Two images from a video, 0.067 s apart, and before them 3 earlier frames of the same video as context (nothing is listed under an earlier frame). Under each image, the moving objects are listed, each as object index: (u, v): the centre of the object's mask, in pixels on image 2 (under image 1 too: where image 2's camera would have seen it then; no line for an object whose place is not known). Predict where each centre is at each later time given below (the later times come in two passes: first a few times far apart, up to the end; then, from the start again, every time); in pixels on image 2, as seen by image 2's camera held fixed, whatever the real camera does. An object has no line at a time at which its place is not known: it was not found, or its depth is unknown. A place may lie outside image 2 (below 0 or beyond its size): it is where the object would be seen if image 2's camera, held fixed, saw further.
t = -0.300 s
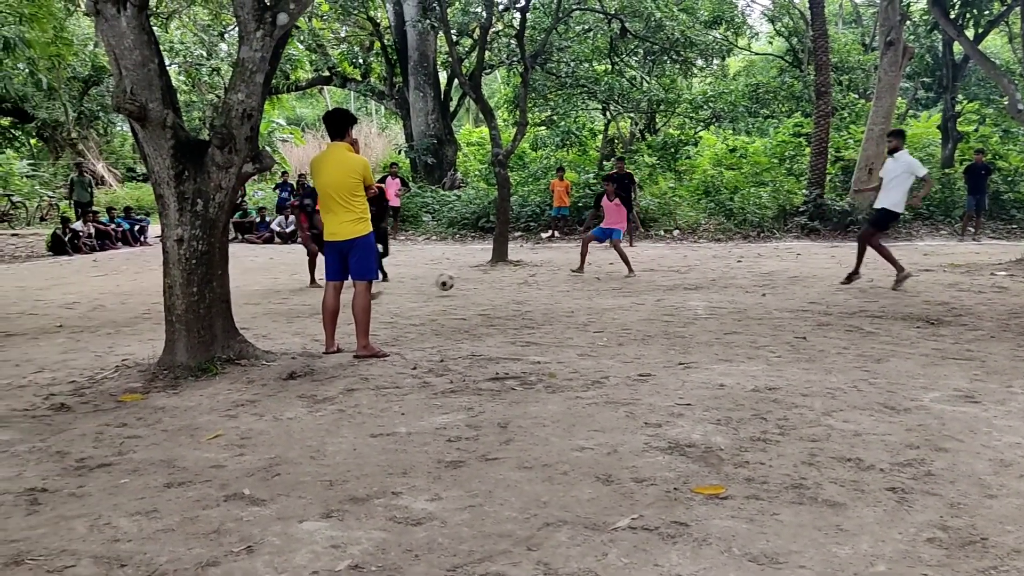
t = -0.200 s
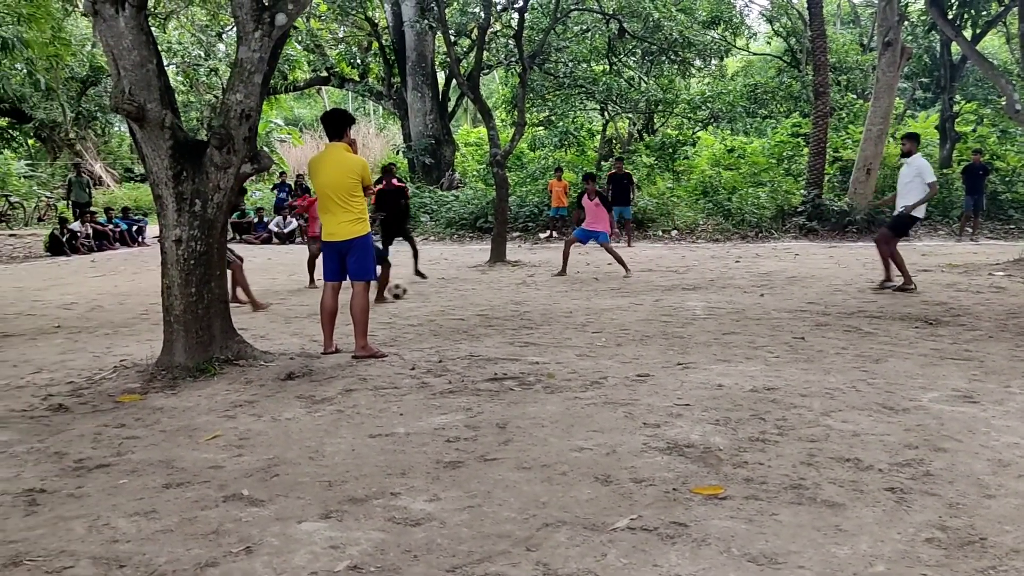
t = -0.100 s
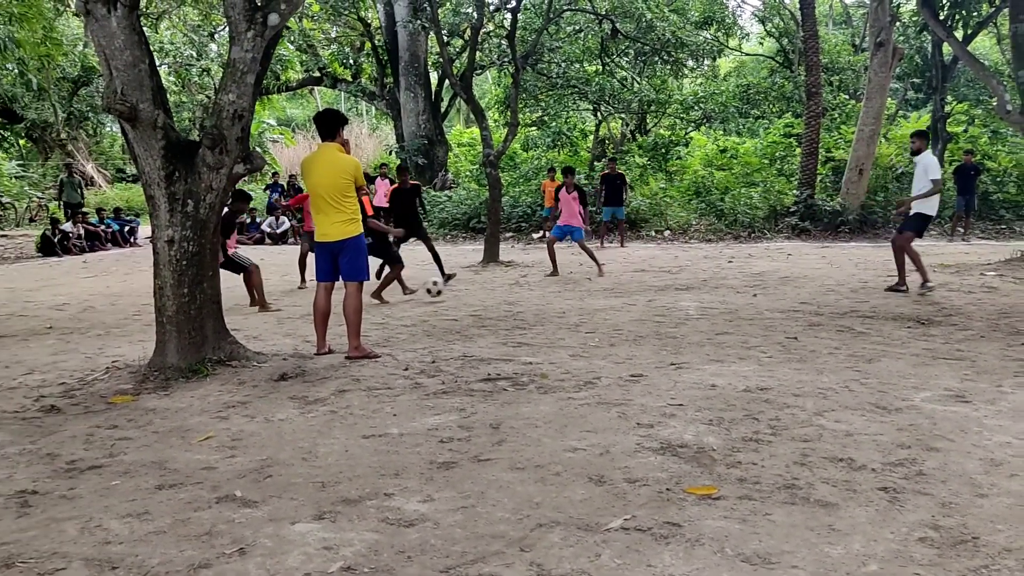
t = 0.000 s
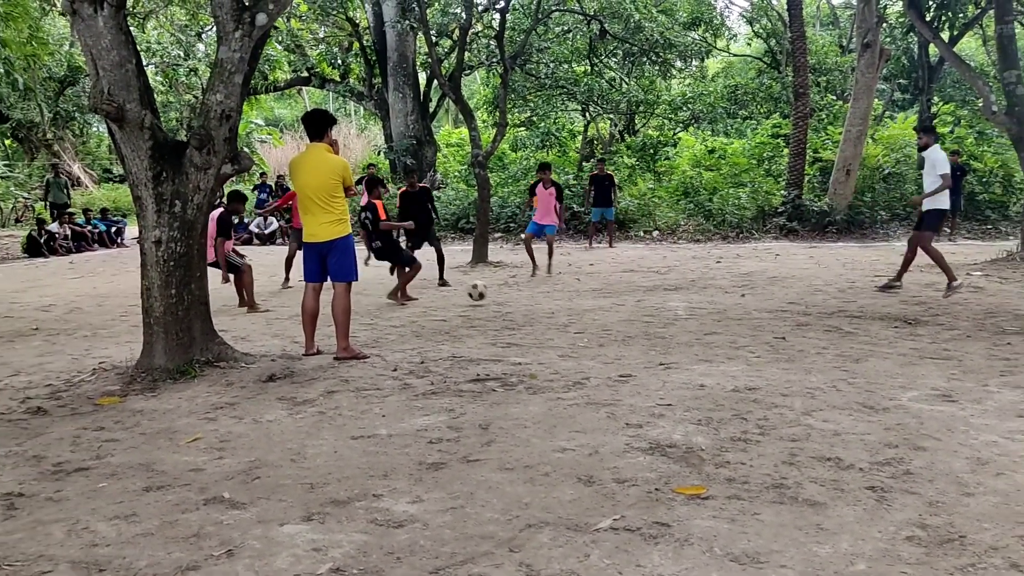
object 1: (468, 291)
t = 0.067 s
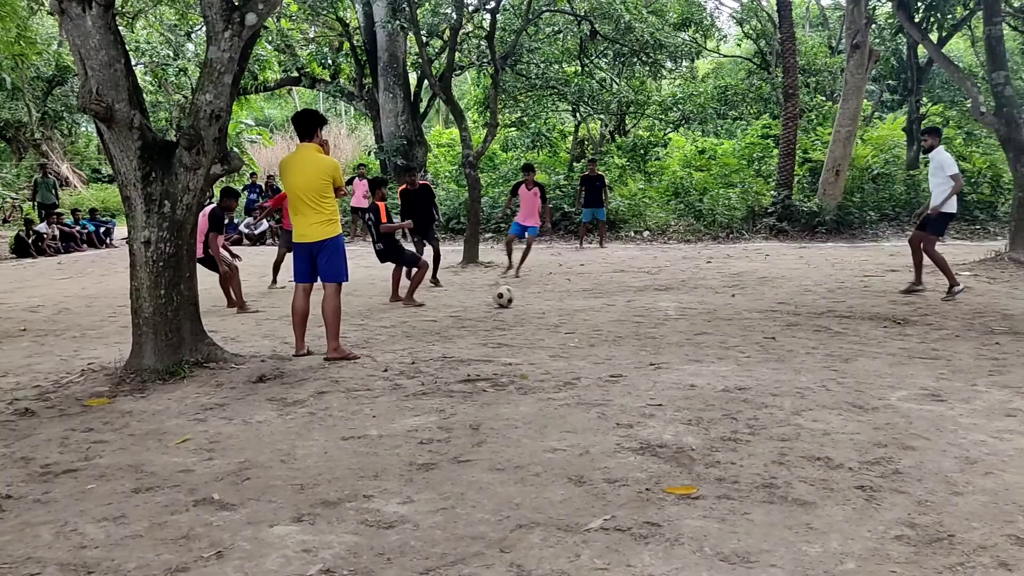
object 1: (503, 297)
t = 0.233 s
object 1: (579, 299)
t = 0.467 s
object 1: (694, 307)
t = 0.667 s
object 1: (802, 311)
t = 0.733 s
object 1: (841, 313)
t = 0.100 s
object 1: (518, 295)
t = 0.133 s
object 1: (533, 294)
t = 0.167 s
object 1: (548, 295)
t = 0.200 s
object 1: (564, 296)
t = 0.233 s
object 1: (579, 299)
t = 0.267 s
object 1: (595, 301)
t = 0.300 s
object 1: (611, 301)
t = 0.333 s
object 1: (627, 301)
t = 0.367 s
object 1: (643, 302)
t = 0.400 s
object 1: (660, 305)
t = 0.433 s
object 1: (677, 306)
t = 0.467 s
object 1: (694, 307)
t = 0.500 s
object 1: (710, 308)
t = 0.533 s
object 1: (729, 309)
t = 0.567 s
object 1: (746, 309)
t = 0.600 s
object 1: (765, 311)
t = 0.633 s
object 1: (783, 310)
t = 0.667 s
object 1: (802, 311)
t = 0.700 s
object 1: (822, 314)
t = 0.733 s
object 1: (841, 313)
